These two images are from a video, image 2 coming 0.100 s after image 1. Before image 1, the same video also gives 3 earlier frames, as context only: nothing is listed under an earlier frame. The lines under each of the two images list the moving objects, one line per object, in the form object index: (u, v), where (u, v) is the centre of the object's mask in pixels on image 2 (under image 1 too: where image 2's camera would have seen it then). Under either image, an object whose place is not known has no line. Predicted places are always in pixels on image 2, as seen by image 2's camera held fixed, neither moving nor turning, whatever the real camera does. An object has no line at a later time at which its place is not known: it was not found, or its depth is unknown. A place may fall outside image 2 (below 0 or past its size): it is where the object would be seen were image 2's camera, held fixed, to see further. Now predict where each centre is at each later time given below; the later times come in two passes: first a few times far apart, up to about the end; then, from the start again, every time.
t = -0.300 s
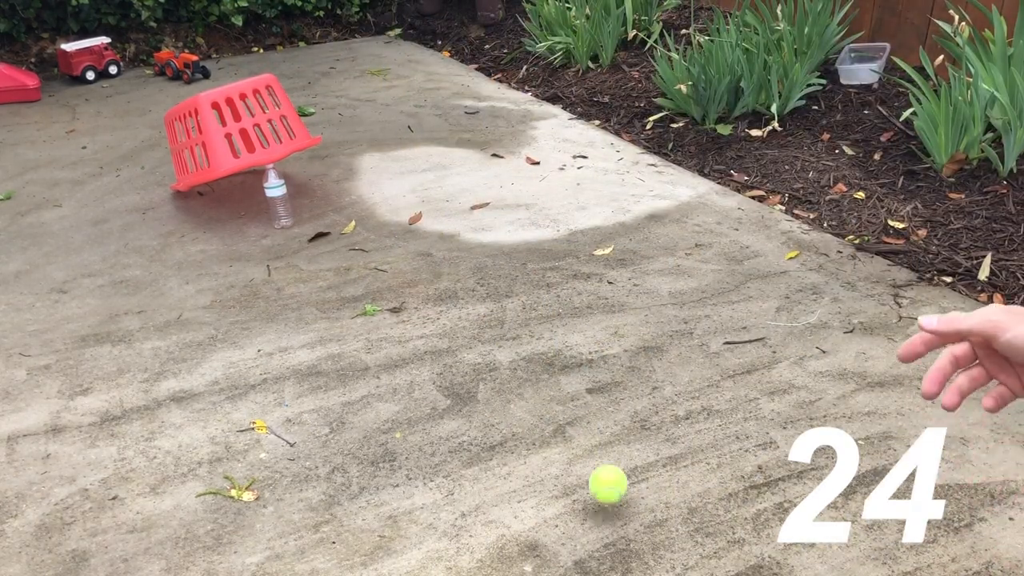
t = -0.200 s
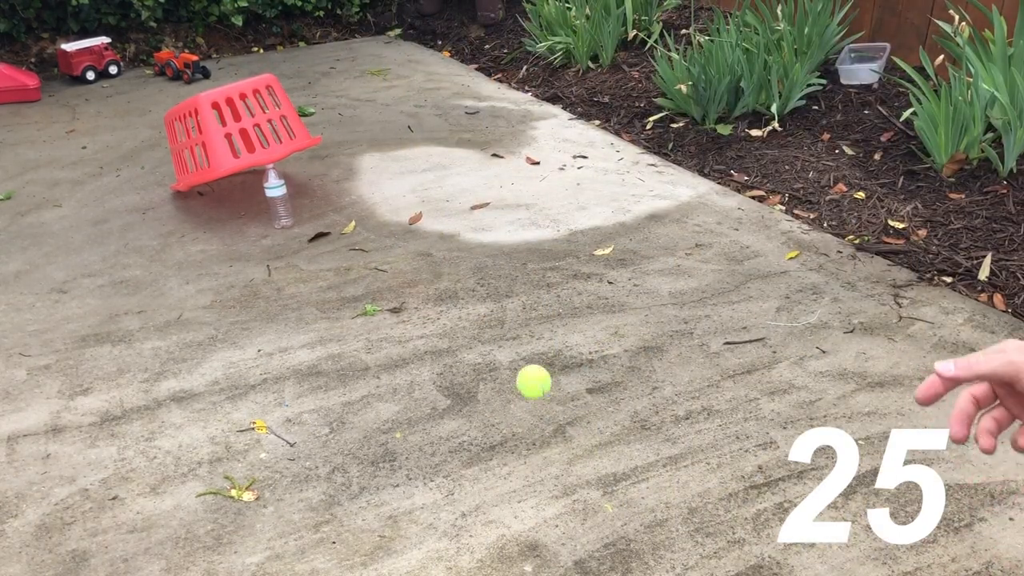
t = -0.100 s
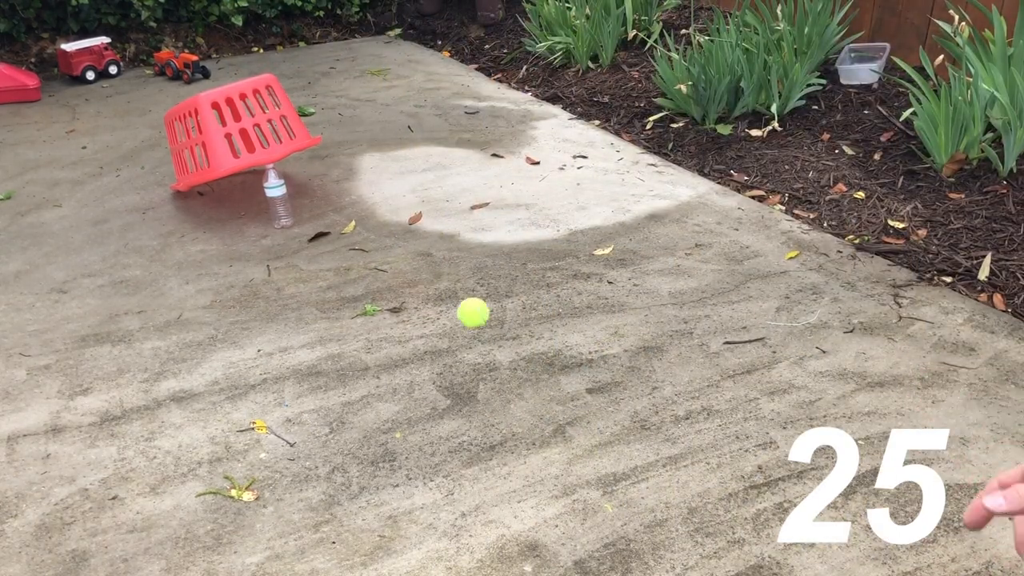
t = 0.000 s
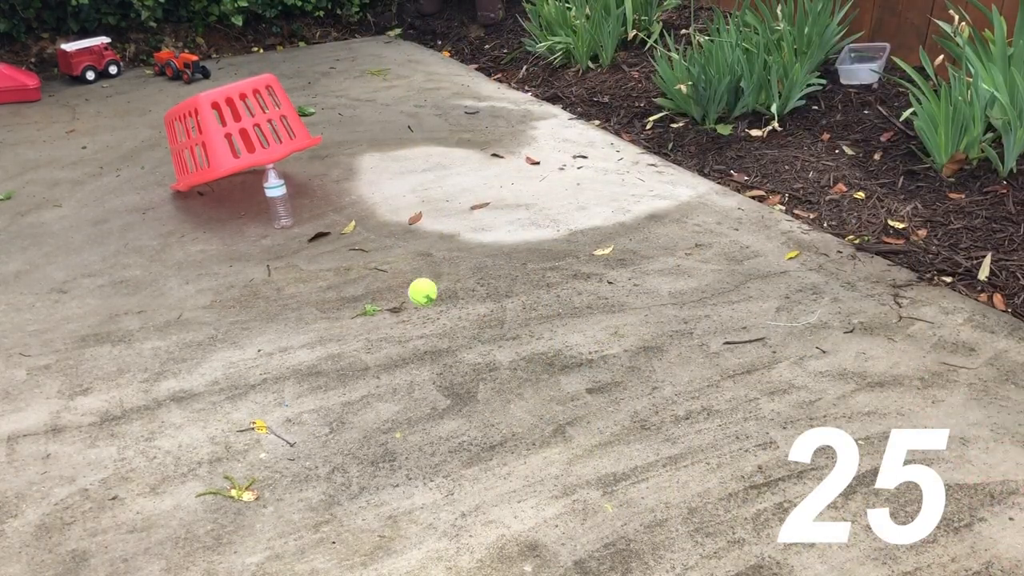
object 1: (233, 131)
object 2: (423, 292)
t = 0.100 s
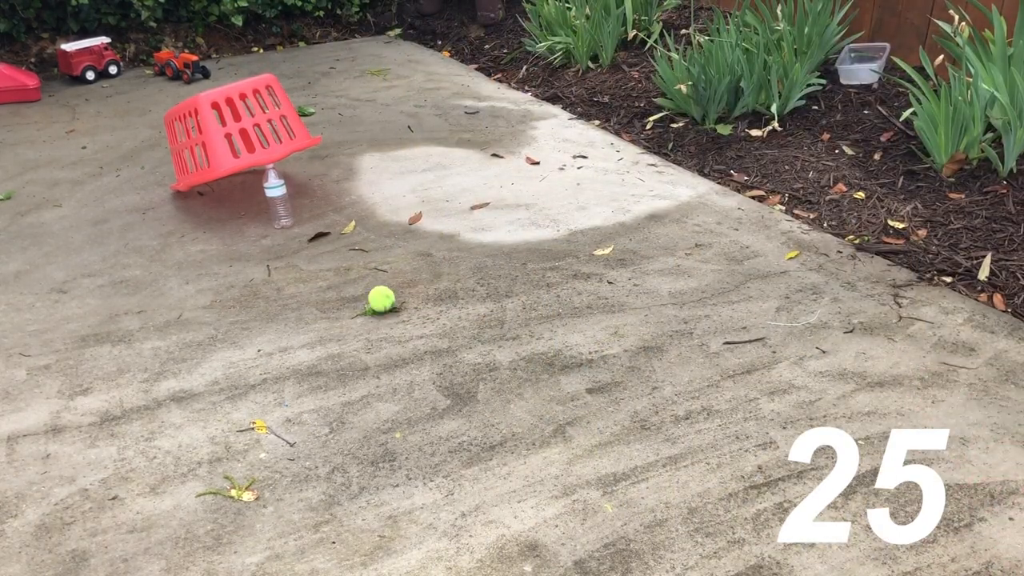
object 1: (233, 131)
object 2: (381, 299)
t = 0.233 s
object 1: (233, 131)
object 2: (325, 229)
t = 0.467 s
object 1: (235, 135)
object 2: (250, 191)
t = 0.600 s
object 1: (242, 165)
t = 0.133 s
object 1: (233, 131)
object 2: (366, 274)
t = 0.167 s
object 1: (233, 131)
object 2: (352, 255)
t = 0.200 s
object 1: (233, 131)
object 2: (338, 240)
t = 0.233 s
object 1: (233, 131)
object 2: (325, 229)
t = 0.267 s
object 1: (233, 131)
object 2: (313, 222)
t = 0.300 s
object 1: (233, 131)
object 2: (301, 219)
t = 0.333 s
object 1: (233, 131)
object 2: (291, 220)
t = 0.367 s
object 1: (233, 131)
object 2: (282, 223)
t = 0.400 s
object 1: (233, 131)
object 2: (271, 215)
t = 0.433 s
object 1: (233, 132)
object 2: (261, 201)
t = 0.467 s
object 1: (235, 135)
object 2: (250, 191)
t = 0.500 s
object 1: (236, 140)
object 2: (242, 189)
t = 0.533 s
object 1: (238, 147)
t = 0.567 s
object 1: (240, 155)
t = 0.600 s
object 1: (242, 165)
